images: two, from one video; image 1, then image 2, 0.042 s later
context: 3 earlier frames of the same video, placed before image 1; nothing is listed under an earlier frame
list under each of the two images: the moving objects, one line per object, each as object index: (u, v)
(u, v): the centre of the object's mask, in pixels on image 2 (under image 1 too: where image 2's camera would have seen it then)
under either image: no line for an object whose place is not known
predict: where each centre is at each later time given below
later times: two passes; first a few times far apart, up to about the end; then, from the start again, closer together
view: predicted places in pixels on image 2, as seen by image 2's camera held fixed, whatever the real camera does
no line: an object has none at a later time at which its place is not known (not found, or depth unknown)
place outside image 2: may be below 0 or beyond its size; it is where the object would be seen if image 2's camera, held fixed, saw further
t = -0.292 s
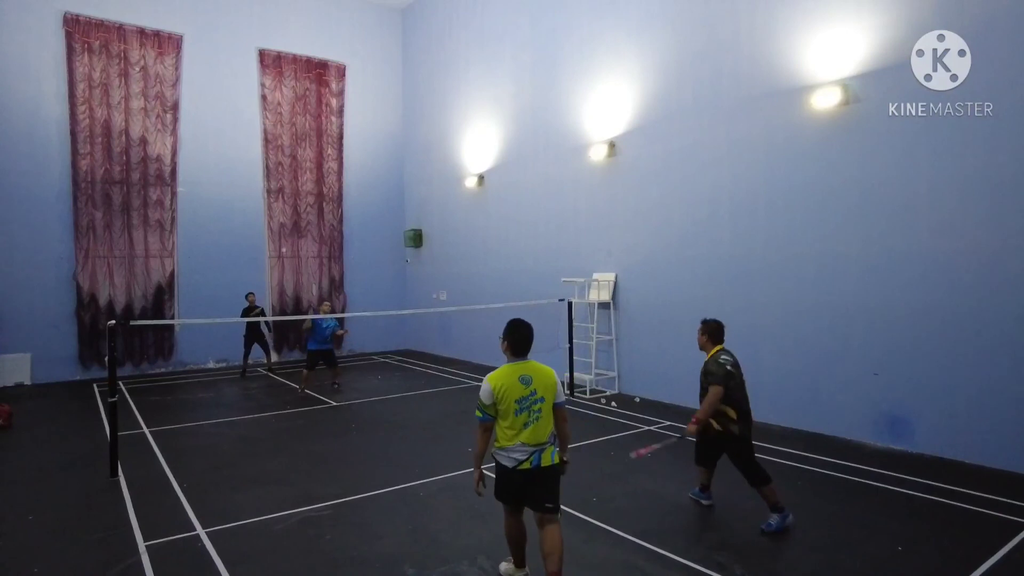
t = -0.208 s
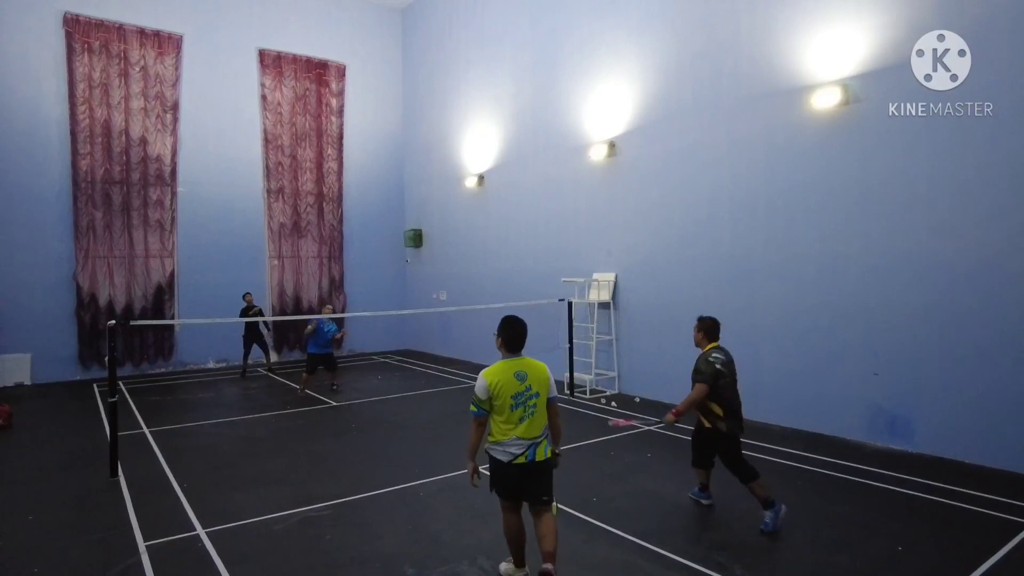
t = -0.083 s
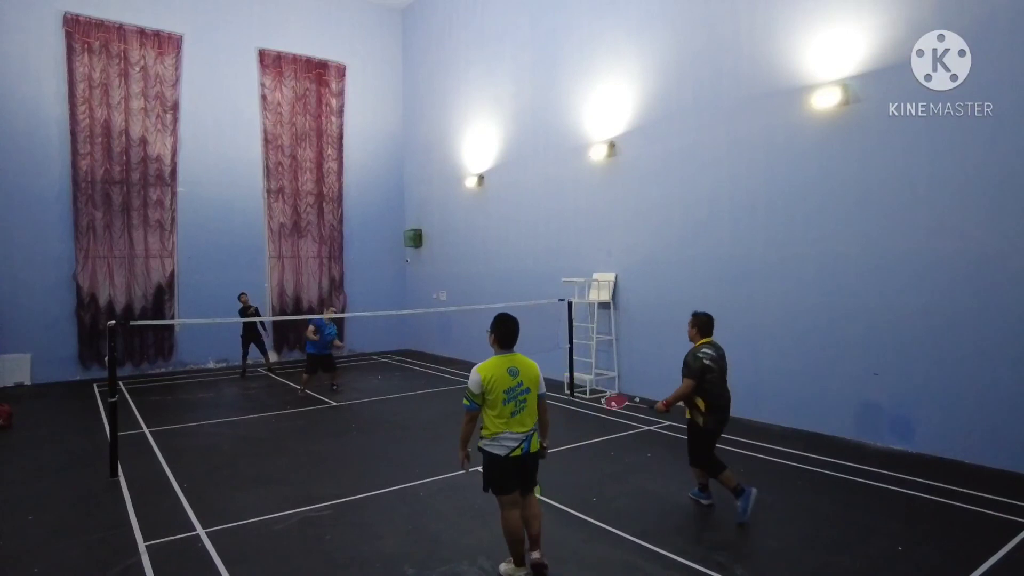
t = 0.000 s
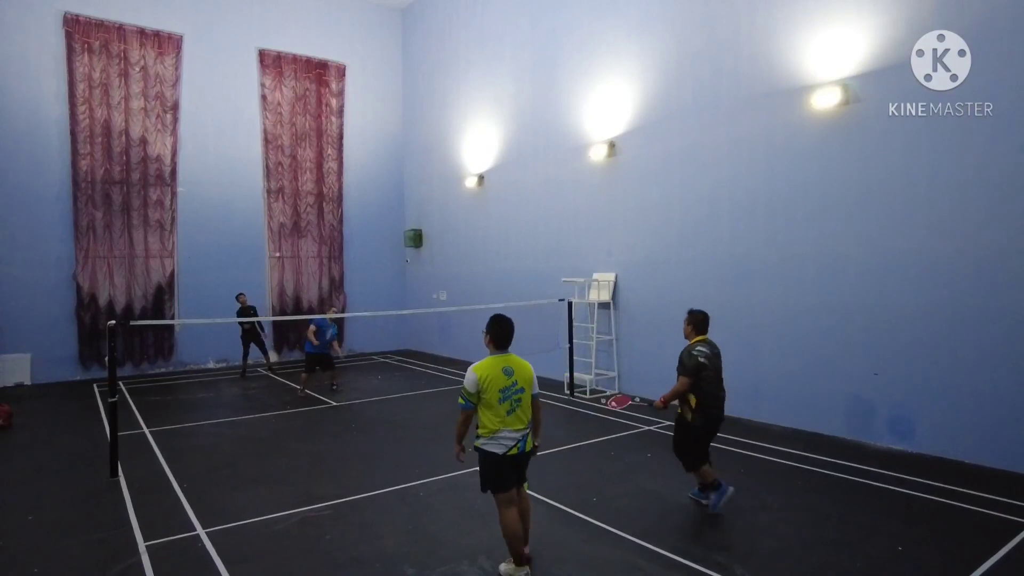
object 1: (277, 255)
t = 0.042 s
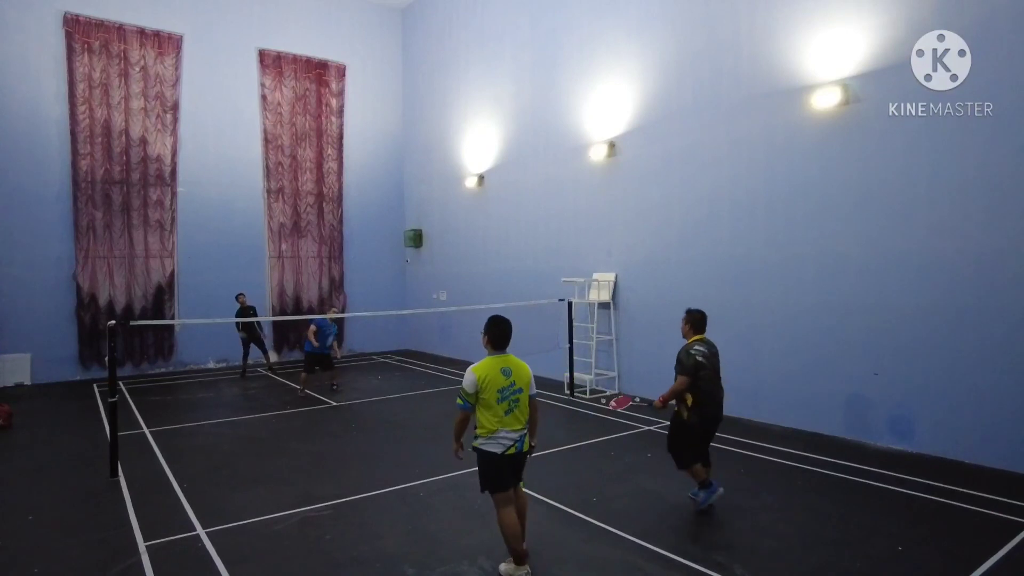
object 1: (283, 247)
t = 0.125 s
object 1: (294, 226)
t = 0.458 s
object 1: (336, 197)
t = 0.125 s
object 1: (294, 226)
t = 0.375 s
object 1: (325, 196)
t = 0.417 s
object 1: (332, 196)
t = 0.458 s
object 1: (336, 197)
